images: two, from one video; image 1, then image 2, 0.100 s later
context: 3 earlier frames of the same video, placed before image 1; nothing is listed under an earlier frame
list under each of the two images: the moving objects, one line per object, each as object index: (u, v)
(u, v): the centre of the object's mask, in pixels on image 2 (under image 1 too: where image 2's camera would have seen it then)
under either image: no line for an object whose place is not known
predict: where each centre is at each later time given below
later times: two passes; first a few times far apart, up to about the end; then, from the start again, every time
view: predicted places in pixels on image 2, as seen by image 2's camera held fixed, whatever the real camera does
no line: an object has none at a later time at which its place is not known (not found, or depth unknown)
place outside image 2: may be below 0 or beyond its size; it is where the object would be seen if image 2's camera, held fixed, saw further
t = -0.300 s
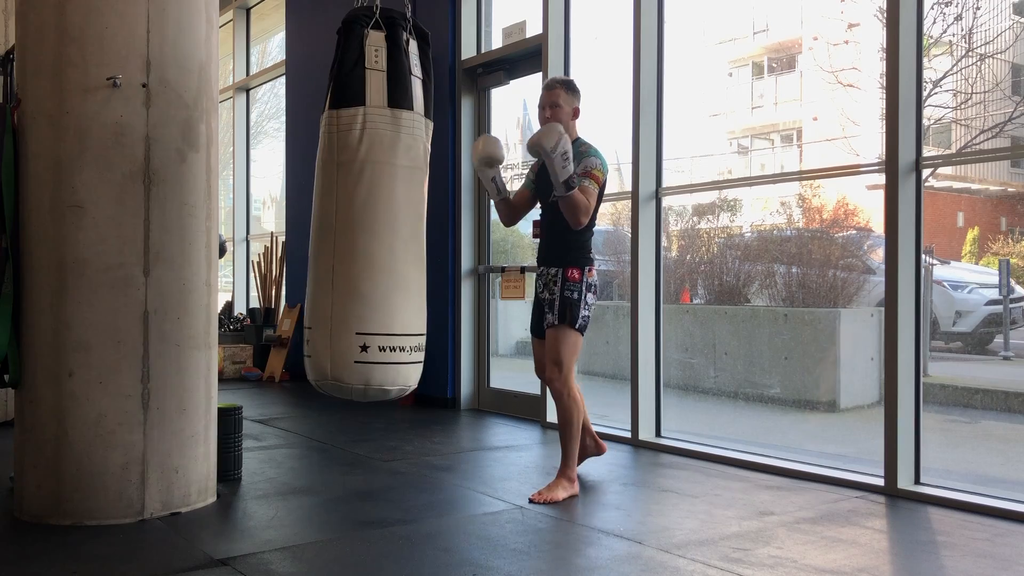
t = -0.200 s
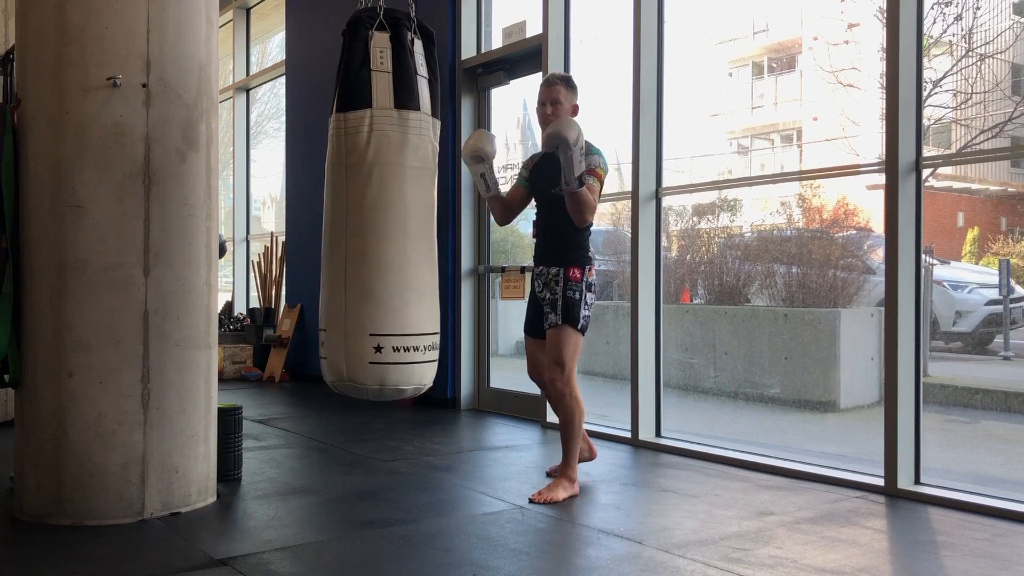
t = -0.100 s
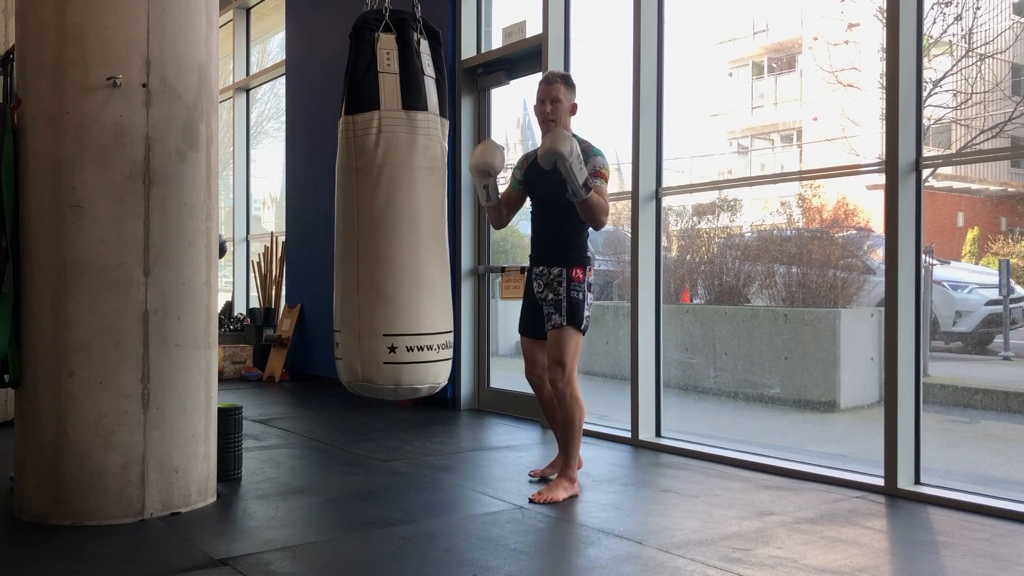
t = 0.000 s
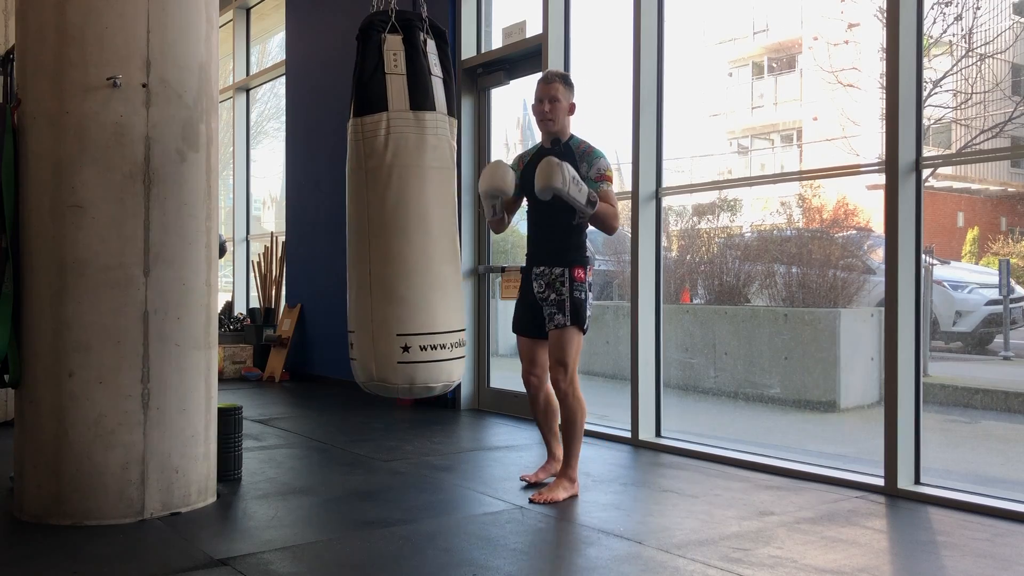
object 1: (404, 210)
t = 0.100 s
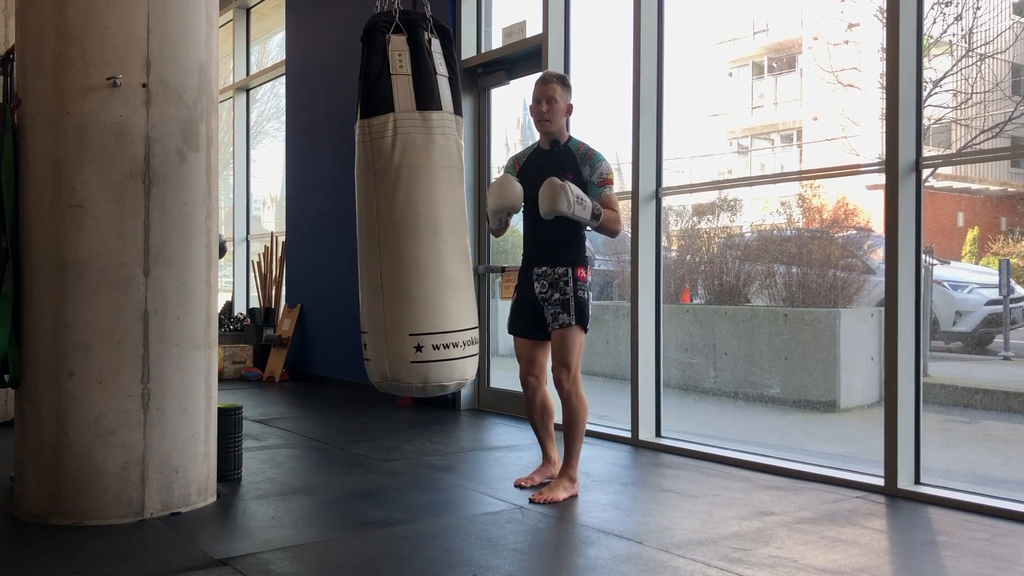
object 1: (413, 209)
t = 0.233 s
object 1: (424, 208)
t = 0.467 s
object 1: (434, 207)
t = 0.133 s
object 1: (416, 209)
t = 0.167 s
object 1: (419, 209)
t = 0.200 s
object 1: (422, 209)
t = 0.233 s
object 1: (424, 208)
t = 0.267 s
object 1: (426, 208)
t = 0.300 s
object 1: (428, 208)
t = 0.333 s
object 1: (429, 208)
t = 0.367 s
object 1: (431, 208)
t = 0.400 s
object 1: (432, 207)
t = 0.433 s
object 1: (433, 208)
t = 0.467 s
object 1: (434, 207)
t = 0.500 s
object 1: (434, 207)
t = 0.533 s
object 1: (434, 207)
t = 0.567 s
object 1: (434, 207)
